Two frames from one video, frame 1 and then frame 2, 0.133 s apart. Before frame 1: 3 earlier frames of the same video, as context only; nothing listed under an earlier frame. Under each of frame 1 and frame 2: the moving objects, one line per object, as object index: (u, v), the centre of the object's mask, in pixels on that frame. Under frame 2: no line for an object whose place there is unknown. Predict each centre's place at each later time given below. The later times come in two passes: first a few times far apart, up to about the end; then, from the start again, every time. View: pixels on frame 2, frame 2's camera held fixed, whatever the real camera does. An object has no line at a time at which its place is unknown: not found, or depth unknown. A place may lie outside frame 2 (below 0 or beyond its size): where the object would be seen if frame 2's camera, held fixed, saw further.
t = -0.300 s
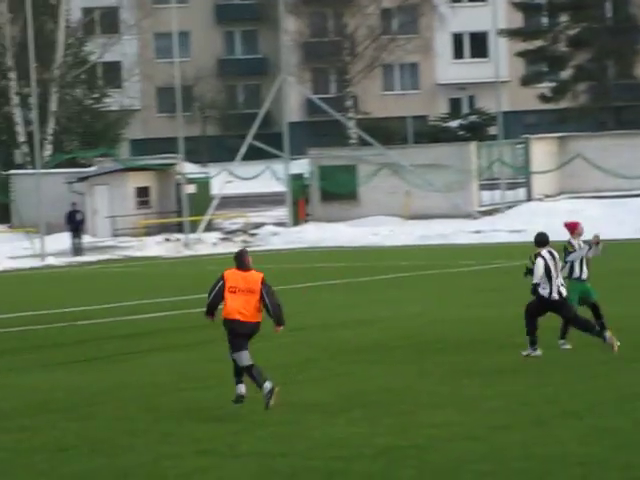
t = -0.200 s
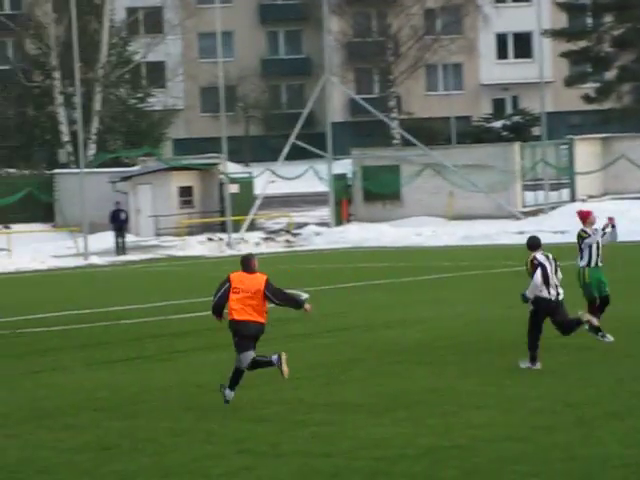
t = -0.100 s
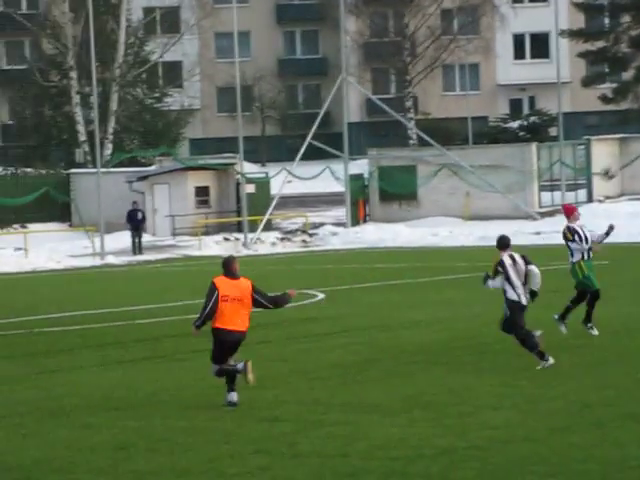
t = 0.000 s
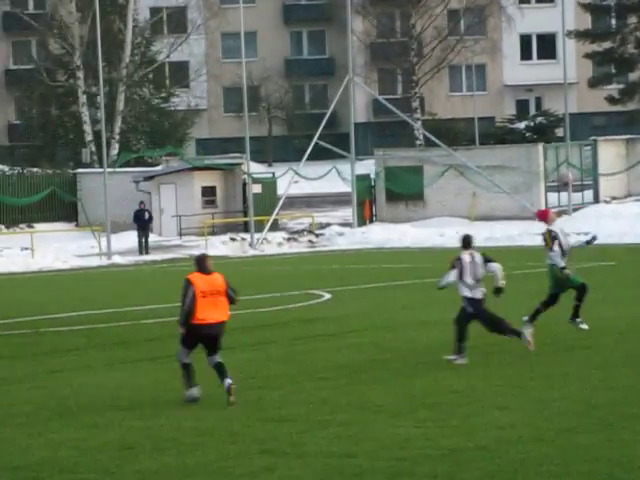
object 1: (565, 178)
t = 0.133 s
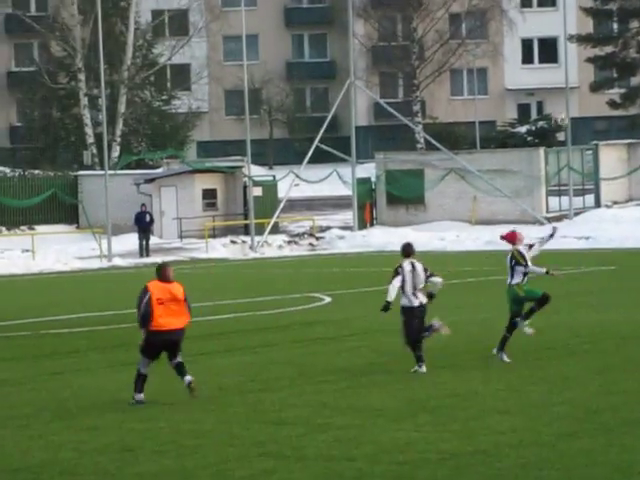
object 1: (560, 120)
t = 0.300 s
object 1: (553, 62)
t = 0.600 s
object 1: (539, 4)
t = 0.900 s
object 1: (528, 17)
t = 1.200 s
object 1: (522, 92)
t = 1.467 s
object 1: (520, 210)
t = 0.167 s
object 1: (559, 108)
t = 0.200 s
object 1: (557, 95)
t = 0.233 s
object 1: (555, 84)
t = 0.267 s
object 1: (554, 73)
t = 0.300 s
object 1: (553, 62)
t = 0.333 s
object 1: (551, 50)
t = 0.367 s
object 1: (549, 44)
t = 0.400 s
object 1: (549, 35)
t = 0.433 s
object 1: (546, 31)
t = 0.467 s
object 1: (545, 23)
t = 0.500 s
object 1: (543, 18)
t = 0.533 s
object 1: (543, 12)
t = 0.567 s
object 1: (541, 7)
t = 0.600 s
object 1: (539, 4)
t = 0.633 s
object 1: (538, 4)
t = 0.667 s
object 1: (536, 4)
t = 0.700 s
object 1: (536, 4)
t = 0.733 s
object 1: (534, 4)
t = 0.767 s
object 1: (533, 5)
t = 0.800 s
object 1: (532, 5)
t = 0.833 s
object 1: (531, 8)
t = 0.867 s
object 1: (529, 12)
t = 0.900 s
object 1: (528, 17)
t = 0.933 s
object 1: (527, 22)
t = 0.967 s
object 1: (527, 28)
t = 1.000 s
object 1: (525, 36)
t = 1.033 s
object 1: (526, 42)
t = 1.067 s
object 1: (525, 49)
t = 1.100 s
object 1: (524, 59)
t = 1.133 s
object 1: (523, 69)
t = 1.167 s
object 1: (523, 80)
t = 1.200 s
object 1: (522, 92)
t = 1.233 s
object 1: (522, 103)
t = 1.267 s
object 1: (522, 115)
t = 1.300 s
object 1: (524, 128)
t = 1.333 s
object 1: (522, 143)
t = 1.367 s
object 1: (522, 159)
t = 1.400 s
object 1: (522, 176)
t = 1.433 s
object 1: (522, 193)
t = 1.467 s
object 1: (520, 210)
